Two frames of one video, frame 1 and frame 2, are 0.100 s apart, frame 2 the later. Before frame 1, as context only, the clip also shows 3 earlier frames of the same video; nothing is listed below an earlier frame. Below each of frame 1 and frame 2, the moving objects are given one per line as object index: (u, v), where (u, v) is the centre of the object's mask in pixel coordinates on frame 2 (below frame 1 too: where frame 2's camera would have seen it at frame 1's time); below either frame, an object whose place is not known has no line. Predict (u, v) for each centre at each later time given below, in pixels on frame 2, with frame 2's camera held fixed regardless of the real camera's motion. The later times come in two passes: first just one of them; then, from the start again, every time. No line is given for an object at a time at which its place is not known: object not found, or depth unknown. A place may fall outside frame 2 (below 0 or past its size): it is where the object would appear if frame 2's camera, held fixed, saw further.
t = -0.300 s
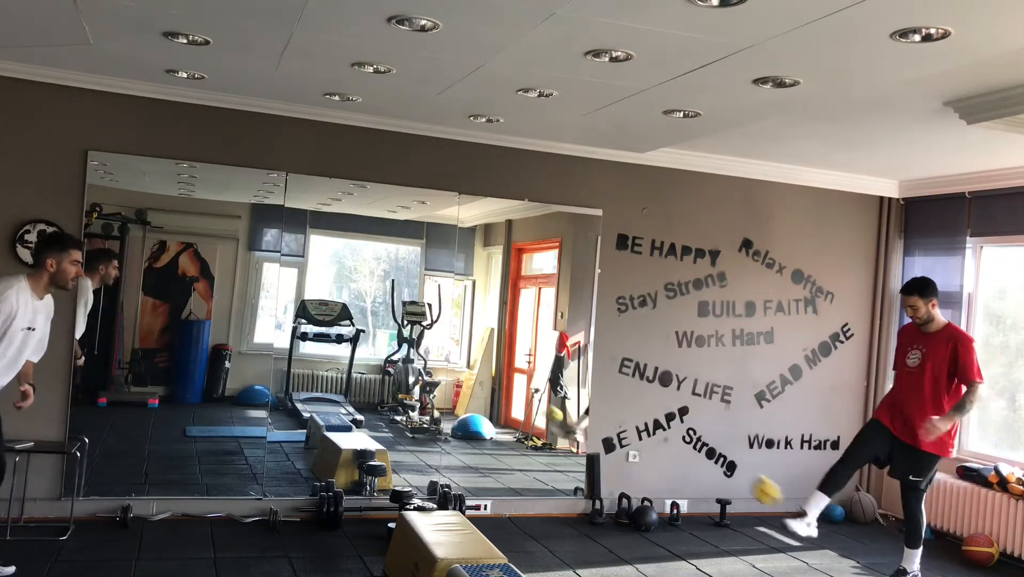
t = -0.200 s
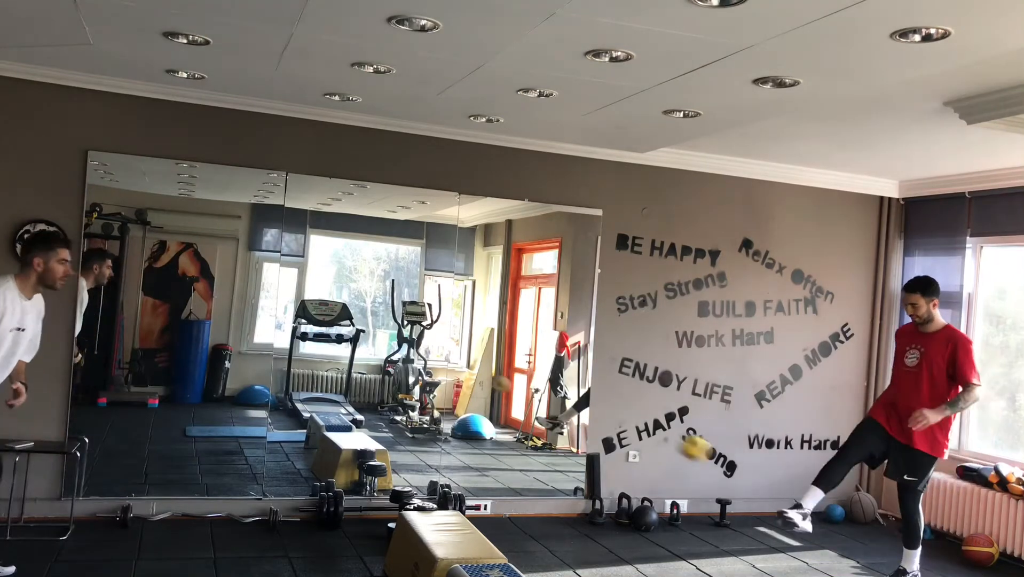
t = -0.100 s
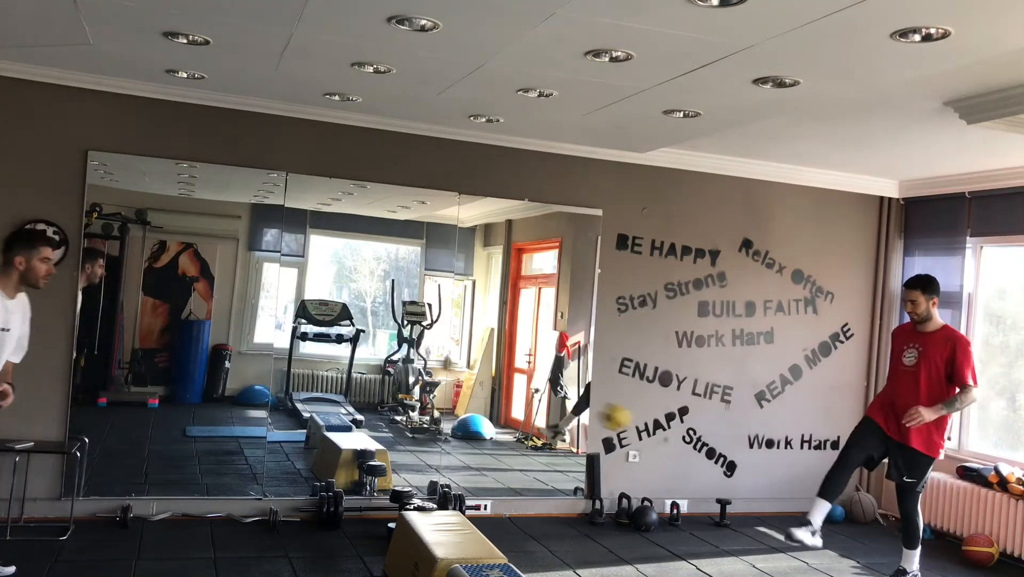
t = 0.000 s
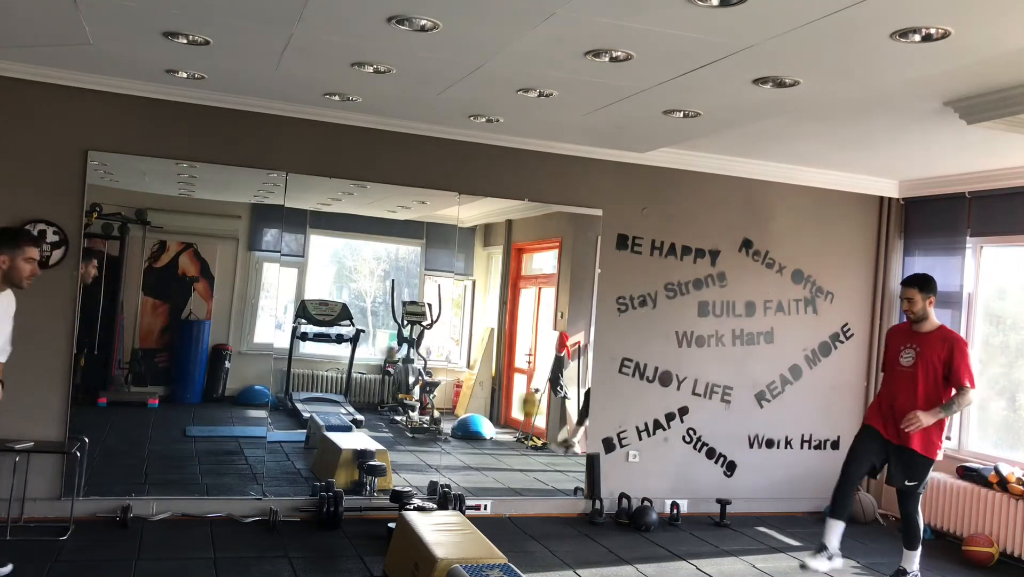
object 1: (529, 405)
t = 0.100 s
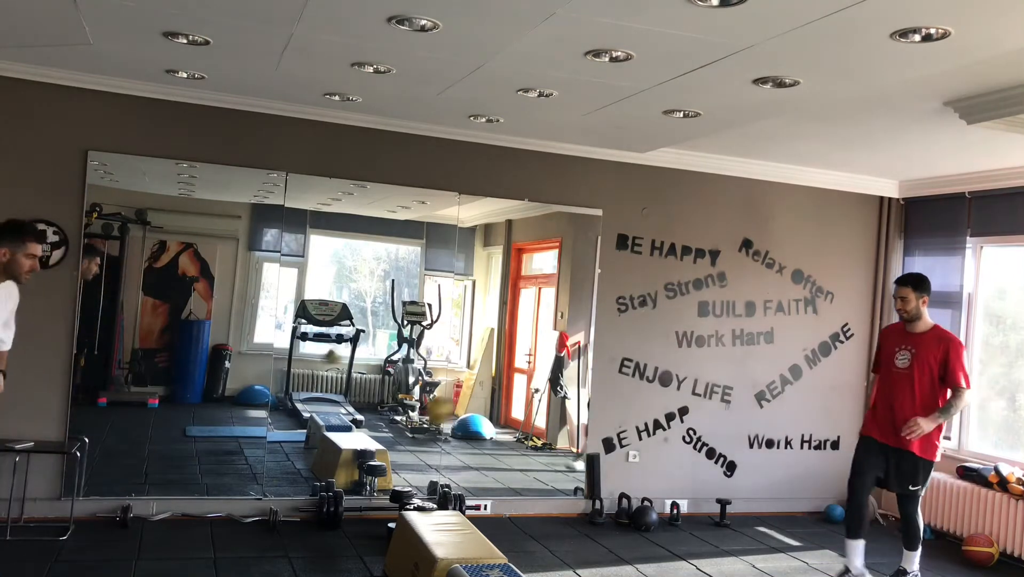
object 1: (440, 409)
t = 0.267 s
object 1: (266, 470)
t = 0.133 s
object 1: (406, 417)
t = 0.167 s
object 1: (376, 423)
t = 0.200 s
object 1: (332, 441)
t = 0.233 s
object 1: (303, 453)
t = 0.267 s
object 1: (266, 470)
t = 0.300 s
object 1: (229, 488)
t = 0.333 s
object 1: (188, 515)
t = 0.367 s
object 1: (148, 540)
